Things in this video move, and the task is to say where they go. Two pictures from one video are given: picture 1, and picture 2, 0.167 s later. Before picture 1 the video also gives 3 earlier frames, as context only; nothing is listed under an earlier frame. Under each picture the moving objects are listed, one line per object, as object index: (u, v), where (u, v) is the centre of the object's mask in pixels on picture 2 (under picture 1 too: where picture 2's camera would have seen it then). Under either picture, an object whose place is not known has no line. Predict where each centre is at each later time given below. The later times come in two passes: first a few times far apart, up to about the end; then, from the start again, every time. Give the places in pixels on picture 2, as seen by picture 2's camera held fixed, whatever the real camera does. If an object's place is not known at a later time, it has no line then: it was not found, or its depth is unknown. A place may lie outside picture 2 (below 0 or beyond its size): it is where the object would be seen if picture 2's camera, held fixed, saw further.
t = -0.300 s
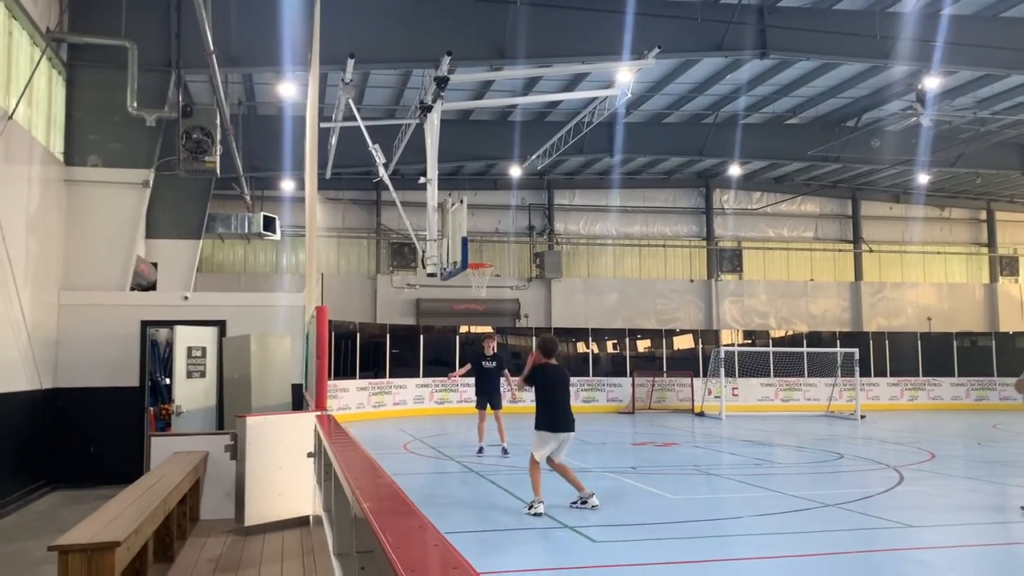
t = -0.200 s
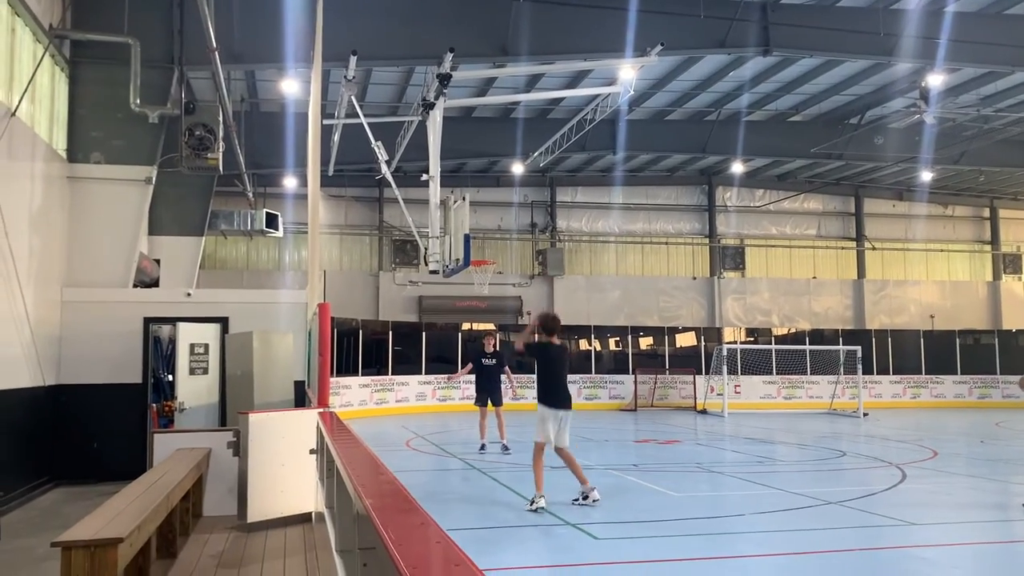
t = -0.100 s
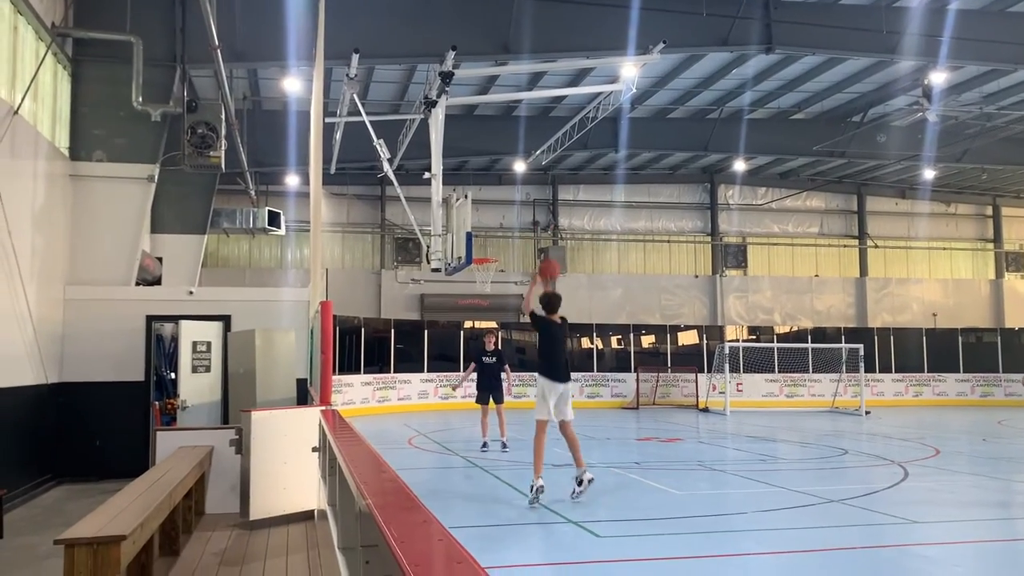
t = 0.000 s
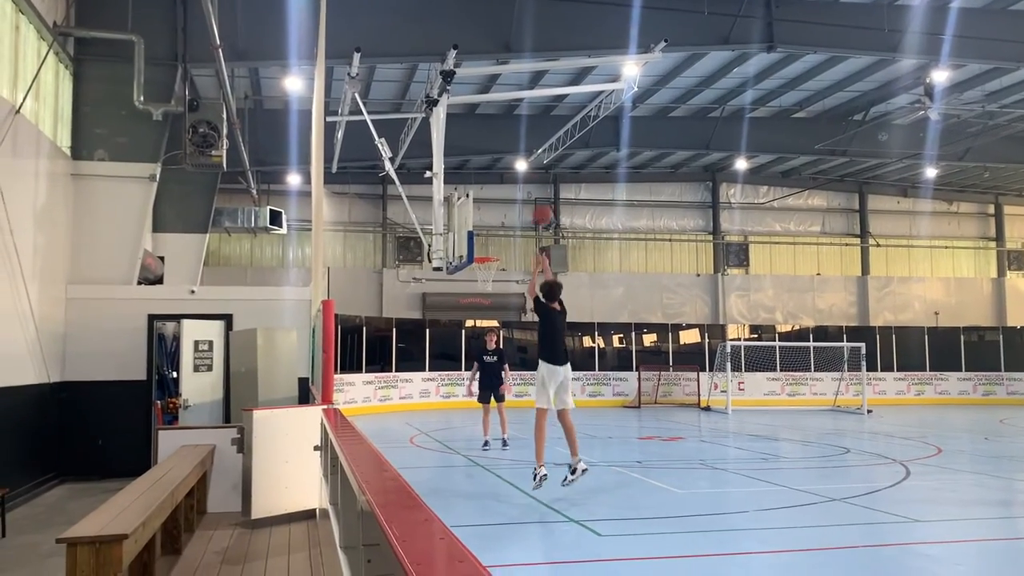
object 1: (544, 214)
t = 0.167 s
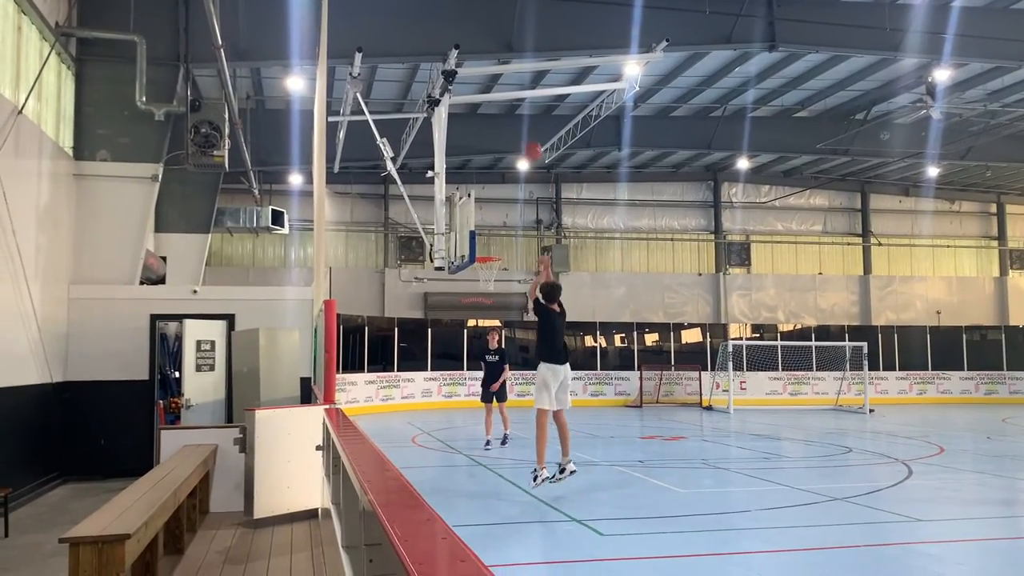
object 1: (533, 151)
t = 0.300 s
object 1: (524, 122)
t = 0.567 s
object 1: (511, 107)
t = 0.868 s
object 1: (499, 148)
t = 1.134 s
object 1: (490, 224)
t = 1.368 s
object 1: (484, 294)
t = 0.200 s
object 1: (532, 143)
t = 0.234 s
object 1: (528, 134)
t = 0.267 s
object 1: (526, 128)
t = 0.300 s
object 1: (524, 122)
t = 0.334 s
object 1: (522, 116)
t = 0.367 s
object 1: (520, 113)
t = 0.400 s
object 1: (518, 110)
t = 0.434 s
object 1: (516, 108)
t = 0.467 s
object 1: (515, 107)
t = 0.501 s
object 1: (513, 107)
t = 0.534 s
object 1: (512, 107)
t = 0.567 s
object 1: (511, 107)
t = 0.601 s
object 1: (510, 109)
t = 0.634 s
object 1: (508, 111)
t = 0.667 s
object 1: (506, 114)
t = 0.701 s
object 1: (505, 117)
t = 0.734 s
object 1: (504, 123)
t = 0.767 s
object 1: (502, 129)
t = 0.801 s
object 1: (501, 135)
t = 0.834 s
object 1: (500, 141)
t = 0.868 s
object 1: (499, 148)
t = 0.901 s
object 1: (498, 156)
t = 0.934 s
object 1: (497, 164)
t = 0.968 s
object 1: (495, 173)
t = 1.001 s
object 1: (495, 181)
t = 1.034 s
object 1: (493, 191)
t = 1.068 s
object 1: (492, 202)
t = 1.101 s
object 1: (491, 212)
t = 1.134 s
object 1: (490, 224)
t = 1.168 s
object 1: (489, 235)
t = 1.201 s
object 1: (489, 248)
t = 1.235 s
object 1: (486, 259)
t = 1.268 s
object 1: (486, 269)
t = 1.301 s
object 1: (486, 277)
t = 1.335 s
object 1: (484, 286)
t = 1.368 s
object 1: (484, 294)
